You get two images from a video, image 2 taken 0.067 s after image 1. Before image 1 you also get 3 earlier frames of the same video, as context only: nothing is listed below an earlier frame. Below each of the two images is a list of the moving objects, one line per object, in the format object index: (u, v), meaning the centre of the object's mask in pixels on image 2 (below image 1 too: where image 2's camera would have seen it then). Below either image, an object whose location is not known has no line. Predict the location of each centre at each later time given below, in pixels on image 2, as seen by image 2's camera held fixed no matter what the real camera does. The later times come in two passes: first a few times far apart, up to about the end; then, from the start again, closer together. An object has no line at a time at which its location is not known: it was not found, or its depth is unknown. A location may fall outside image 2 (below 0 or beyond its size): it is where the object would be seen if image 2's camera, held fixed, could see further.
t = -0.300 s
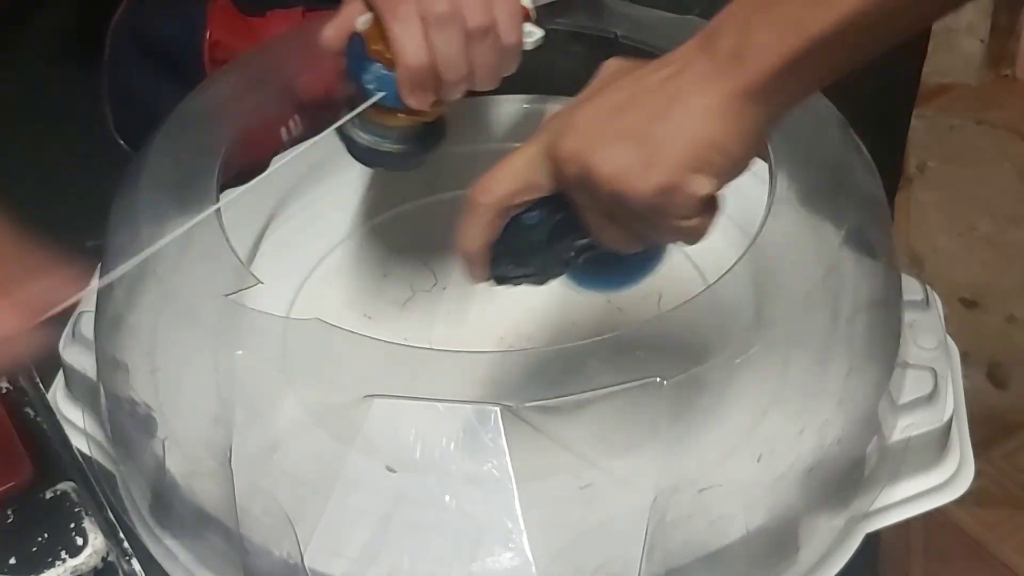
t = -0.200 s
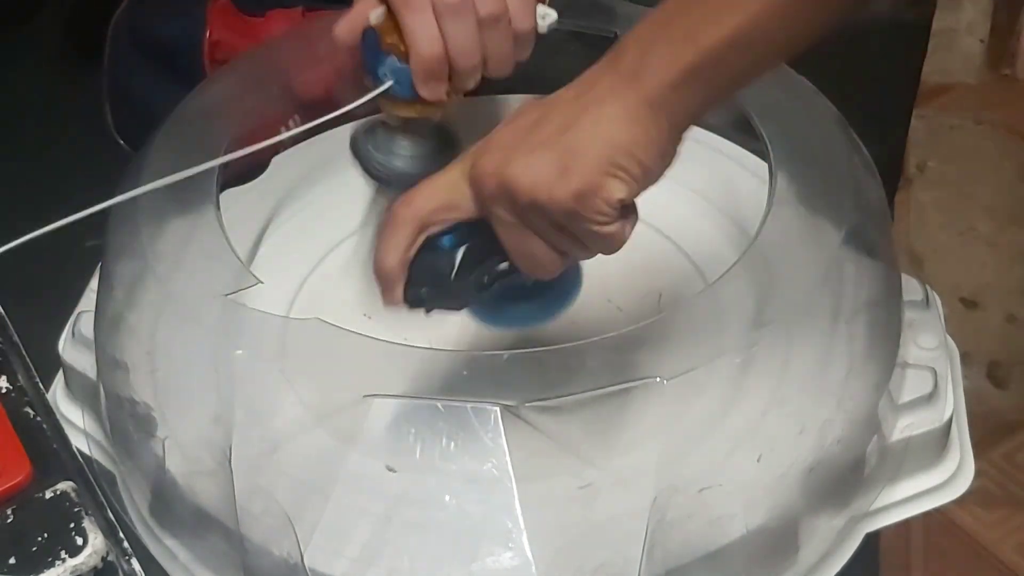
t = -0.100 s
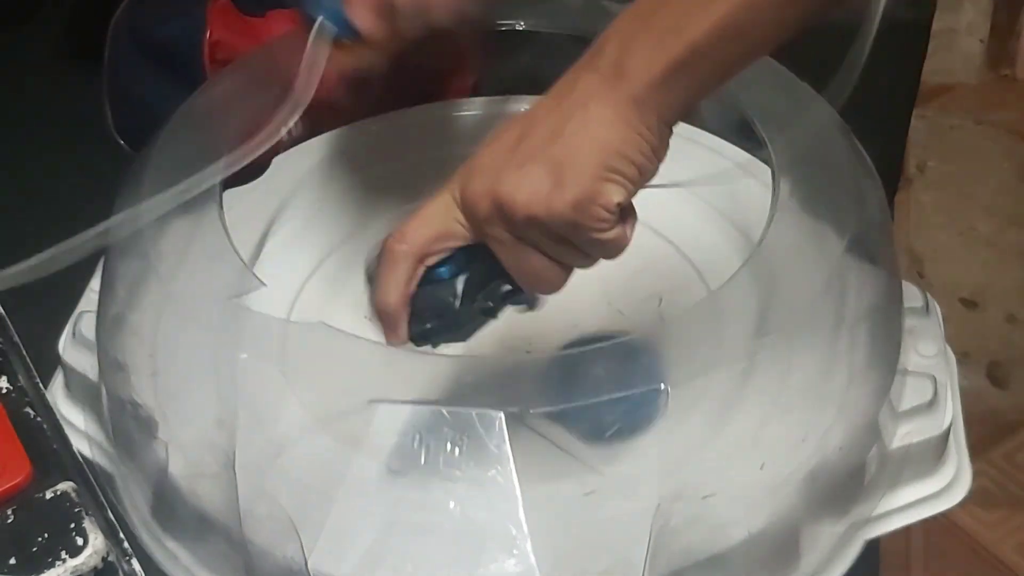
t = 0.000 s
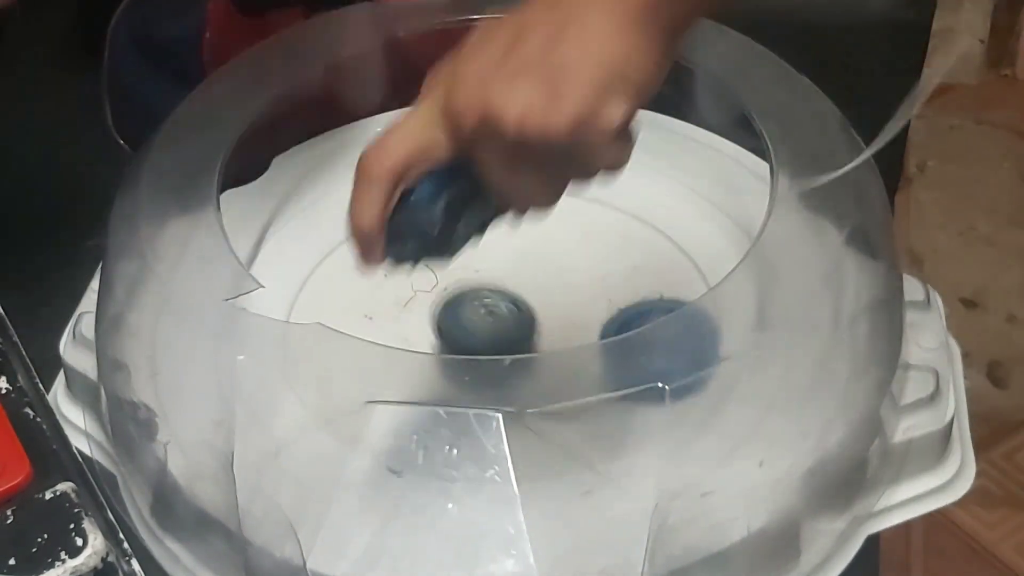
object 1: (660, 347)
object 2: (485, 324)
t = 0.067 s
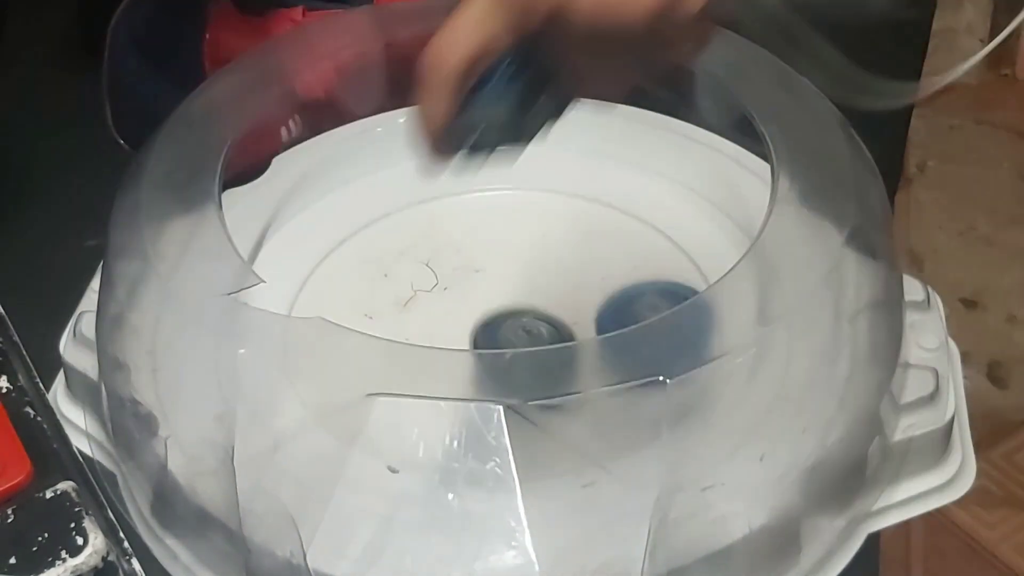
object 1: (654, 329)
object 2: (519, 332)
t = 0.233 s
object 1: (592, 311)
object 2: (506, 381)
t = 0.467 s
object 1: (526, 317)
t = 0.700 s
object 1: (571, 268)
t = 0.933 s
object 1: (669, 295)
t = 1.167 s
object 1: (582, 369)
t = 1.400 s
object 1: (557, 281)
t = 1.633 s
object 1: (583, 265)
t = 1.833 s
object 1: (604, 353)
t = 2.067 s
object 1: (472, 405)
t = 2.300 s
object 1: (354, 268)
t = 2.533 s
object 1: (556, 203)
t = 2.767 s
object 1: (668, 386)
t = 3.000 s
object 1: (255, 350)
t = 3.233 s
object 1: (288, 158)
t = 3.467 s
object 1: (525, 170)
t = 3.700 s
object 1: (667, 385)
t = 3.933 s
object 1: (322, 377)
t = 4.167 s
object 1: (464, 188)
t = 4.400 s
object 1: (691, 293)
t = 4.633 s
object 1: (510, 427)
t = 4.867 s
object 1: (334, 287)
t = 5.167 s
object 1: (570, 239)
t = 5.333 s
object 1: (660, 361)
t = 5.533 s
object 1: (501, 418)
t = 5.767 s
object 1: (368, 268)
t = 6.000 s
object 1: (537, 243)
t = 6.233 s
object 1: (643, 381)
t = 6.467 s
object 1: (429, 399)
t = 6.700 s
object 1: (407, 237)
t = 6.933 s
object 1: (615, 262)
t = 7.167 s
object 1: (590, 416)
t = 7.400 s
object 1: (364, 366)
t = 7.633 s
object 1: (441, 206)
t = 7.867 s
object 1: (673, 258)
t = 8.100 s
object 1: (557, 435)
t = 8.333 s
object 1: (306, 340)
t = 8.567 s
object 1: (474, 186)
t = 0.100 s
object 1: (643, 323)
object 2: (534, 361)
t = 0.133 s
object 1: (631, 314)
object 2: (532, 366)
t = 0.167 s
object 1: (620, 311)
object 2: (527, 371)
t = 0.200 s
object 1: (606, 310)
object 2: (518, 376)
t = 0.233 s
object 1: (592, 311)
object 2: (506, 381)
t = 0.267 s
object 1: (577, 314)
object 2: (493, 383)
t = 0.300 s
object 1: (564, 318)
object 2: (479, 384)
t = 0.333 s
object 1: (554, 323)
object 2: (464, 383)
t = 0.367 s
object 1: (545, 326)
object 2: (451, 380)
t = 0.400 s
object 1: (538, 328)
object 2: (439, 378)
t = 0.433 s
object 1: (532, 328)
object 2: (430, 372)
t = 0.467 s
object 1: (526, 317)
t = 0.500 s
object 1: (524, 316)
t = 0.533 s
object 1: (523, 313)
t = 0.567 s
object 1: (527, 307)
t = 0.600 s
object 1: (535, 295)
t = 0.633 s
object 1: (546, 282)
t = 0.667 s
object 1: (558, 274)
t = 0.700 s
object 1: (571, 268)
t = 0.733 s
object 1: (585, 266)
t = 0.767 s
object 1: (600, 267)
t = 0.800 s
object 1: (613, 273)
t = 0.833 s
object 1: (624, 282)
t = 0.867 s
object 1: (633, 298)
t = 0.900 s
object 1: (652, 296)
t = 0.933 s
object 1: (669, 295)
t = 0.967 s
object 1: (680, 297)
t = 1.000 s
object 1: (683, 302)
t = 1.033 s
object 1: (678, 313)
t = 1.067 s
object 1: (665, 328)
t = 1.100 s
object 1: (645, 343)
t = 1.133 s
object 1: (617, 359)
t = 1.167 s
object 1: (582, 369)
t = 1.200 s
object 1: (556, 370)
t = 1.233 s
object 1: (559, 362)
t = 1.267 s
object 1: (560, 349)
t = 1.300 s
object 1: (559, 331)
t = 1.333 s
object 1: (556, 308)
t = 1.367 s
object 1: (557, 296)
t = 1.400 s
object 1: (557, 281)
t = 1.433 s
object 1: (558, 270)
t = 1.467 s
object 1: (560, 261)
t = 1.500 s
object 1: (562, 255)
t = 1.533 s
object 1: (566, 253)
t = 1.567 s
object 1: (571, 254)
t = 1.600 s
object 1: (576, 259)
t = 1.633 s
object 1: (583, 265)
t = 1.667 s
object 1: (589, 274)
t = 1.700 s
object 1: (596, 285)
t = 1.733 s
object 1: (605, 294)
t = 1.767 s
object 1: (614, 314)
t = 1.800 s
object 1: (614, 335)
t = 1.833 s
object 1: (604, 353)
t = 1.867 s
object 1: (589, 367)
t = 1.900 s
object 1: (580, 381)
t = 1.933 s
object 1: (566, 394)
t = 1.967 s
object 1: (549, 404)
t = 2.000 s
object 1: (527, 408)
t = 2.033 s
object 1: (501, 409)
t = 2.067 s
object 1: (472, 405)
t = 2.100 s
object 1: (444, 395)
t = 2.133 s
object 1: (418, 380)
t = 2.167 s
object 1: (393, 357)
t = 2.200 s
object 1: (372, 341)
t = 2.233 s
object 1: (359, 317)
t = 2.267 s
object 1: (354, 289)
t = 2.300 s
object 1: (354, 268)
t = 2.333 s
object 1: (363, 243)
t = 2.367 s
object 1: (378, 221)
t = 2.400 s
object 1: (402, 204)
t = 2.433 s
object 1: (435, 198)
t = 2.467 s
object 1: (472, 196)
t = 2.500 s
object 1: (513, 197)
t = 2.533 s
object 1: (556, 203)
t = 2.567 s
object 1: (600, 212)
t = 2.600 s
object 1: (641, 227)
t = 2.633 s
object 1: (678, 248)
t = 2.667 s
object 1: (700, 274)
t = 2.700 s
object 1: (708, 310)
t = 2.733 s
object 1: (697, 350)
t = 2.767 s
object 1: (668, 386)
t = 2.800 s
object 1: (625, 413)
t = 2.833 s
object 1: (560, 434)
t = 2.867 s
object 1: (484, 443)
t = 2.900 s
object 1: (413, 437)
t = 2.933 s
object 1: (351, 413)
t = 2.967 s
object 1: (298, 380)
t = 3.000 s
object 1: (255, 350)
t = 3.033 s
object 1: (219, 319)
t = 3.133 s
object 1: (245, 221)
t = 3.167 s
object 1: (255, 202)
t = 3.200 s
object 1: (268, 181)
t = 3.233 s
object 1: (288, 158)
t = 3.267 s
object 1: (315, 137)
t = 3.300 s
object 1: (347, 128)
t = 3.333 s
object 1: (386, 137)
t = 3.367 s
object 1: (422, 146)
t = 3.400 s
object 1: (457, 149)
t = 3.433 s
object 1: (491, 161)
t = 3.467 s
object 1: (525, 170)
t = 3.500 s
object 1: (559, 185)
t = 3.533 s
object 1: (591, 210)
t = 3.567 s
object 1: (622, 240)
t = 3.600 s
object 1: (647, 272)
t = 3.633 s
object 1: (666, 311)
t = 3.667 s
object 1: (673, 351)
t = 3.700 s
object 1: (667, 385)
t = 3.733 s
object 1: (632, 411)
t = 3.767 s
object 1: (583, 431)
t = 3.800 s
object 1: (523, 449)
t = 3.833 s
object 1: (461, 447)
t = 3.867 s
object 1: (408, 430)
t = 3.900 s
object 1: (356, 408)
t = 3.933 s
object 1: (322, 377)
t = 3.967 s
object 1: (307, 342)
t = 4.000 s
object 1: (306, 303)
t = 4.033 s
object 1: (321, 269)
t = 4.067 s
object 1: (350, 240)
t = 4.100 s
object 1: (385, 217)
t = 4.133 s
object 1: (423, 199)
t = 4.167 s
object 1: (464, 188)
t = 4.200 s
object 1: (506, 184)
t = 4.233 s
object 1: (547, 187)
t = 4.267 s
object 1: (588, 197)
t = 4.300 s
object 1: (624, 214)
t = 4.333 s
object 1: (656, 237)
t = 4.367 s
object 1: (677, 260)
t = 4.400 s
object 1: (691, 293)
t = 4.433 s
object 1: (694, 324)
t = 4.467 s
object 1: (686, 353)
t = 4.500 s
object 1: (667, 380)
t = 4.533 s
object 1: (635, 401)
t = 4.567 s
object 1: (598, 416)
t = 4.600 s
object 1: (555, 424)
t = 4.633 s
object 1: (510, 427)
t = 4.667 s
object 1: (487, 427)
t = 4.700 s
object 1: (425, 412)
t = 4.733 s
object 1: (406, 403)
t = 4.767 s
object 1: (371, 377)
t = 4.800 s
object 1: (348, 349)
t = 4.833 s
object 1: (336, 318)
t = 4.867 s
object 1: (334, 287)
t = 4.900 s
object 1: (339, 265)
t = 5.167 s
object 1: (570, 239)
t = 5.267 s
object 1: (653, 305)
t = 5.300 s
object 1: (661, 335)
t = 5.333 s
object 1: (660, 361)
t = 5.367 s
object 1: (650, 382)
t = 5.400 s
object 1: (630, 398)
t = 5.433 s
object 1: (604, 411)
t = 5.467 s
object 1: (571, 420)
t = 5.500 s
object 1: (535, 421)
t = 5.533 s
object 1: (501, 418)
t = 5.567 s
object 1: (464, 411)
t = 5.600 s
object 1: (430, 397)
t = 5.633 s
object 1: (401, 374)
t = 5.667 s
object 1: (380, 345)
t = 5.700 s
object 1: (368, 317)
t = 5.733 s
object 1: (365, 290)
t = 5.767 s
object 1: (368, 268)
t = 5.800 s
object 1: (377, 249)
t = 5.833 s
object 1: (393, 237)
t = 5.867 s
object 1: (413, 229)
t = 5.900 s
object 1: (438, 225)
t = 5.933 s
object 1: (468, 227)
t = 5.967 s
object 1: (501, 233)
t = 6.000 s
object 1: (537, 243)
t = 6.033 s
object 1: (573, 256)
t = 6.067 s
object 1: (605, 272)
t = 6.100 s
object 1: (627, 288)
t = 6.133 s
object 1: (645, 314)
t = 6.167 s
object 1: (654, 337)
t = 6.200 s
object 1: (653, 360)
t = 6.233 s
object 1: (643, 381)
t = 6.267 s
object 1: (626, 396)
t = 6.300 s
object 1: (602, 409)
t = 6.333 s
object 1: (569, 417)
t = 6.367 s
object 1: (534, 420)
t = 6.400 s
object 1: (497, 416)
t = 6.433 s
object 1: (461, 410)
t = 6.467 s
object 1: (429, 399)
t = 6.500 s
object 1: (402, 377)
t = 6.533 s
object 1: (382, 349)
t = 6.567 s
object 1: (373, 324)
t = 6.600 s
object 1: (372, 295)
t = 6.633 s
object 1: (377, 273)
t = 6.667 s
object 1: (389, 253)
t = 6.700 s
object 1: (407, 237)
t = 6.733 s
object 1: (430, 226)
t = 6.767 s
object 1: (456, 222)
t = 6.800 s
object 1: (487, 222)
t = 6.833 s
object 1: (520, 226)
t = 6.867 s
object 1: (554, 235)
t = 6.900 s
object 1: (588, 247)
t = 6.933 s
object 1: (615, 262)
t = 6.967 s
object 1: (635, 279)
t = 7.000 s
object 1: (649, 304)
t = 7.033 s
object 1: (655, 332)
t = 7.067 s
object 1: (651, 357)
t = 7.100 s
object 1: (639, 381)
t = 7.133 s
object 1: (618, 400)
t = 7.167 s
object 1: (590, 416)
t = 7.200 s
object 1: (557, 426)
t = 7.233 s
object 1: (520, 431)
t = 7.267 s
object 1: (484, 430)
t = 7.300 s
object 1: (448, 423)
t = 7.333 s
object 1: (414, 410)
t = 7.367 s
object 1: (385, 391)
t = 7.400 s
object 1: (364, 366)
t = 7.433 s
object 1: (353, 342)
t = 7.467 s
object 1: (350, 312)
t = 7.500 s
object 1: (355, 285)
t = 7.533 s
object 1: (367, 260)
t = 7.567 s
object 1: (386, 237)
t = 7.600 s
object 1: (412, 219)
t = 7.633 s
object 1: (441, 206)
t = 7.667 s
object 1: (474, 200)
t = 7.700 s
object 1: (508, 198)
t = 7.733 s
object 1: (544, 202)
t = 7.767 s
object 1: (581, 210)
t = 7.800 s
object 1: (616, 224)
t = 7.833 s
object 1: (647, 240)
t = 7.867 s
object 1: (673, 258)
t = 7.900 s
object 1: (693, 282)
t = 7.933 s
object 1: (701, 309)
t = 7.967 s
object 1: (689, 343)
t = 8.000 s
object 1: (670, 373)
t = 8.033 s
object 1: (639, 399)
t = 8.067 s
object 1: (602, 420)
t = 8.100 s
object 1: (557, 435)
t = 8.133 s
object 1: (509, 449)
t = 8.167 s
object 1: (461, 444)
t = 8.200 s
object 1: (416, 434)
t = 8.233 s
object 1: (377, 418)
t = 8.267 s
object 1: (342, 396)
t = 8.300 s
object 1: (315, 368)
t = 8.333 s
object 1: (306, 340)
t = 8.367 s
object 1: (306, 308)
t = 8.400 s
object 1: (315, 276)
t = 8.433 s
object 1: (335, 252)
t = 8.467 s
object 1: (363, 228)
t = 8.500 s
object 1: (396, 208)
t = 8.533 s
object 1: (432, 193)
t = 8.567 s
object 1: (474, 186)
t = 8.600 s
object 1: (518, 183)
